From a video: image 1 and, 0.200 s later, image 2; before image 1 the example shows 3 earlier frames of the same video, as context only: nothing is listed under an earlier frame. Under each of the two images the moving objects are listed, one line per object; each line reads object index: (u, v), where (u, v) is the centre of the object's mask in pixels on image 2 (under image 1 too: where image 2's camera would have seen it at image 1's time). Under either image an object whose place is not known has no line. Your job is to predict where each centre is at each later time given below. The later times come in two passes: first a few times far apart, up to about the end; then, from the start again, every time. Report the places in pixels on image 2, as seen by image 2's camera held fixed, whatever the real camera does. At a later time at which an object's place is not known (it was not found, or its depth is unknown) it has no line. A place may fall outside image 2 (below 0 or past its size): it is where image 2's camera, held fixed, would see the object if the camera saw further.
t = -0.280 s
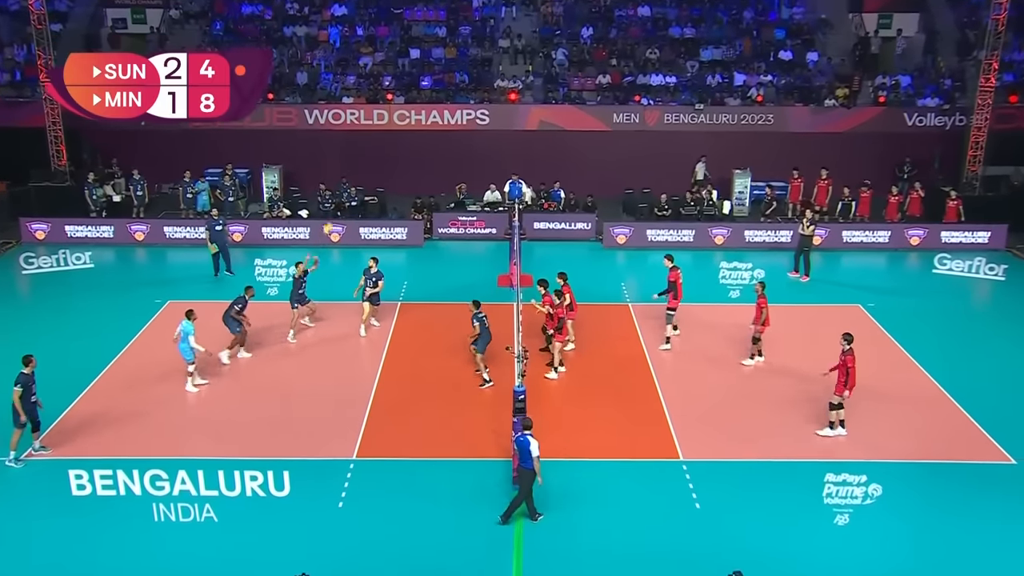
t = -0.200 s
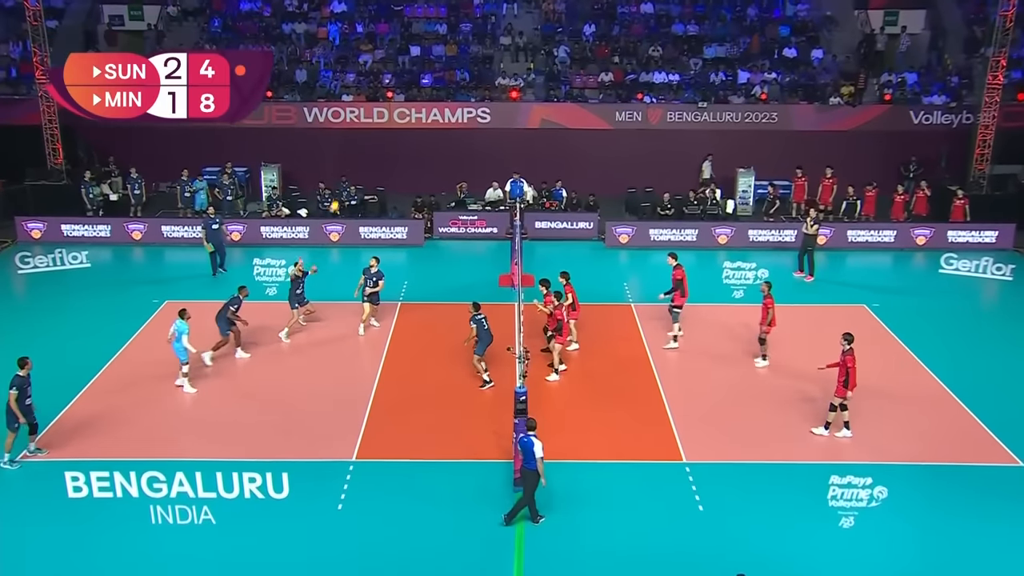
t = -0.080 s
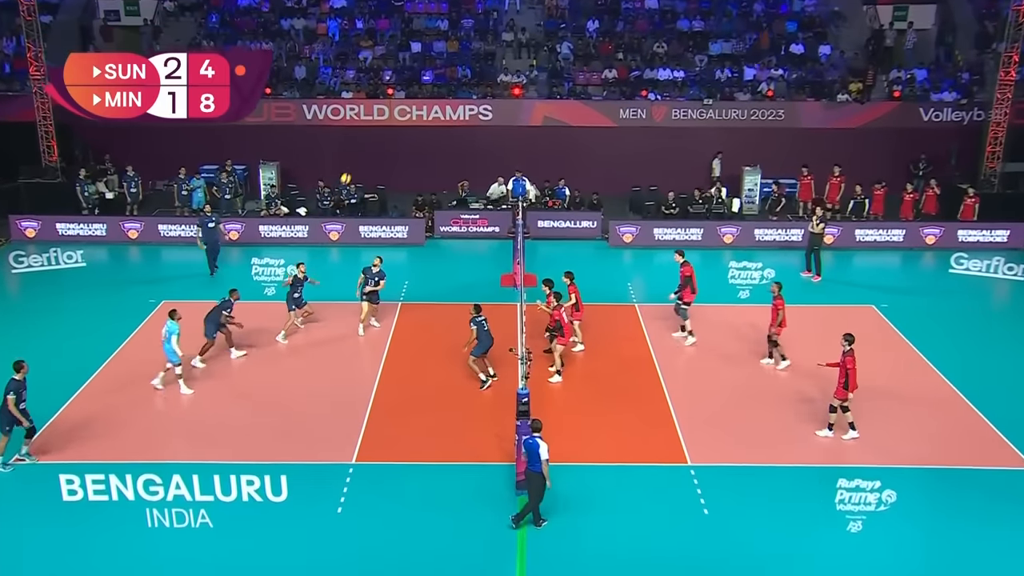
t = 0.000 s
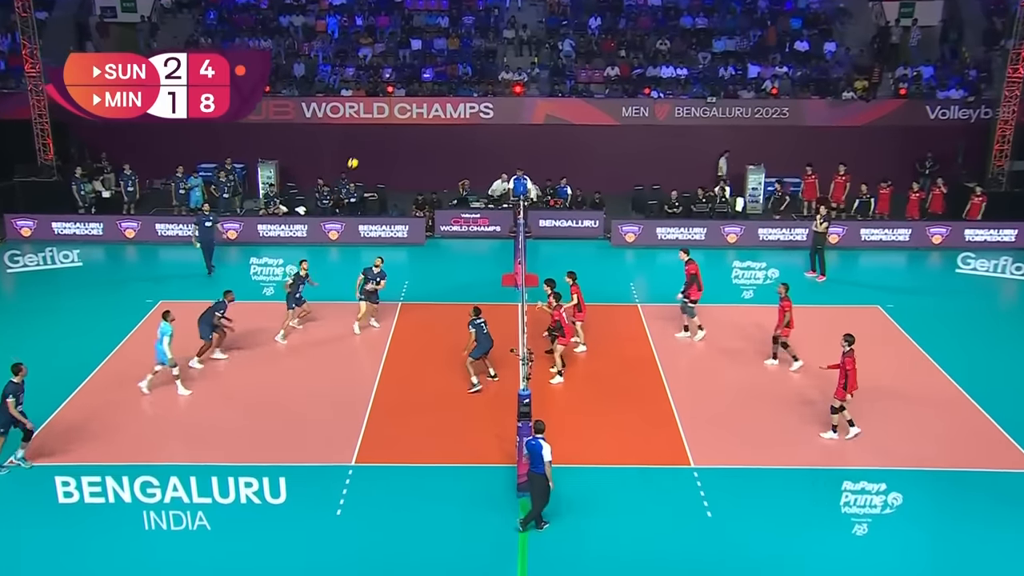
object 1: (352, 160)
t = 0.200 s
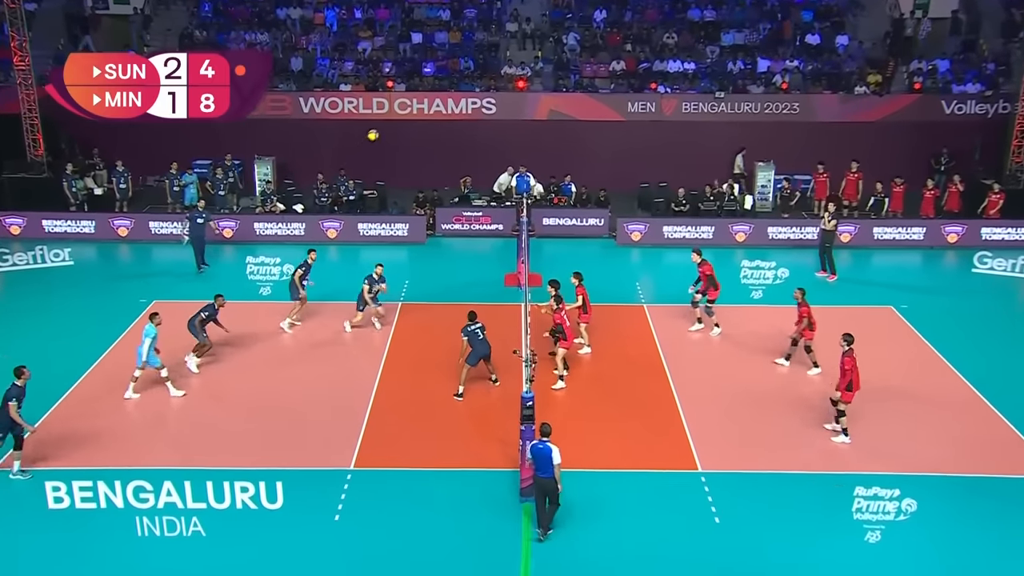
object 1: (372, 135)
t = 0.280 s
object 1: (381, 130)
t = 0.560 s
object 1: (411, 138)
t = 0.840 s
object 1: (442, 187)
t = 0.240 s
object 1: (377, 132)
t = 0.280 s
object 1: (381, 130)
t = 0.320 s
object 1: (385, 129)
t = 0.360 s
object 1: (389, 129)
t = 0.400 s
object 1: (393, 129)
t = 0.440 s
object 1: (397, 130)
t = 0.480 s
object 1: (402, 132)
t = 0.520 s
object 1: (407, 135)
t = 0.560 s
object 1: (411, 138)
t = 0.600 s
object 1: (415, 142)
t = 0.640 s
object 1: (420, 148)
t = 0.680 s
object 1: (424, 154)
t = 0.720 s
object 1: (429, 161)
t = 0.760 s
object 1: (433, 169)
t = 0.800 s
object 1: (438, 178)
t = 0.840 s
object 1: (442, 187)
